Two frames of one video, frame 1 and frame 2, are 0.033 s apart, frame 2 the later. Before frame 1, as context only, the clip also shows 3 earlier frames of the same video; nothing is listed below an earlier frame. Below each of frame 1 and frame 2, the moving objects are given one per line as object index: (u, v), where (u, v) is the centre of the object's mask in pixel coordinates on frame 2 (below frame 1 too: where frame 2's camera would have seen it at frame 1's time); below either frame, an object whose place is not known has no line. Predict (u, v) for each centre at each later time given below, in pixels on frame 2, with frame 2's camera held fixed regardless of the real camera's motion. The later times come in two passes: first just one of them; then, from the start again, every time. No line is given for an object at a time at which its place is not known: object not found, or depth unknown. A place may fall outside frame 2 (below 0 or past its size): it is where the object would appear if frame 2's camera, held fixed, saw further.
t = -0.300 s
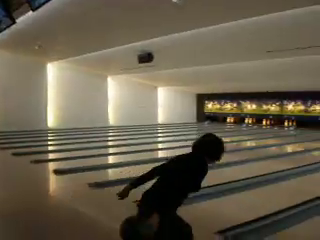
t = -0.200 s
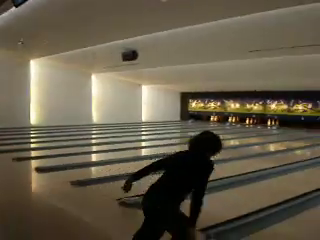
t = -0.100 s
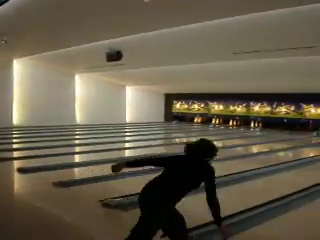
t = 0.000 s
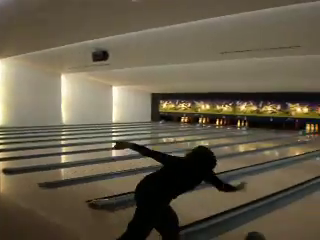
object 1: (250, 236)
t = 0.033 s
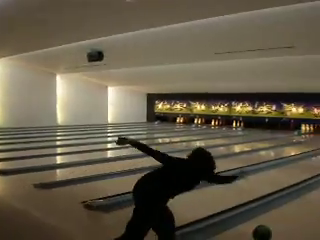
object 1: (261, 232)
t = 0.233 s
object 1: (314, 209)
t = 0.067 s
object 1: (273, 229)
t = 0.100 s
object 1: (282, 226)
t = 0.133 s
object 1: (291, 221)
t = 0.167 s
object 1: (299, 216)
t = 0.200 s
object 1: (306, 212)
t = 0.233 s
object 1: (314, 209)
